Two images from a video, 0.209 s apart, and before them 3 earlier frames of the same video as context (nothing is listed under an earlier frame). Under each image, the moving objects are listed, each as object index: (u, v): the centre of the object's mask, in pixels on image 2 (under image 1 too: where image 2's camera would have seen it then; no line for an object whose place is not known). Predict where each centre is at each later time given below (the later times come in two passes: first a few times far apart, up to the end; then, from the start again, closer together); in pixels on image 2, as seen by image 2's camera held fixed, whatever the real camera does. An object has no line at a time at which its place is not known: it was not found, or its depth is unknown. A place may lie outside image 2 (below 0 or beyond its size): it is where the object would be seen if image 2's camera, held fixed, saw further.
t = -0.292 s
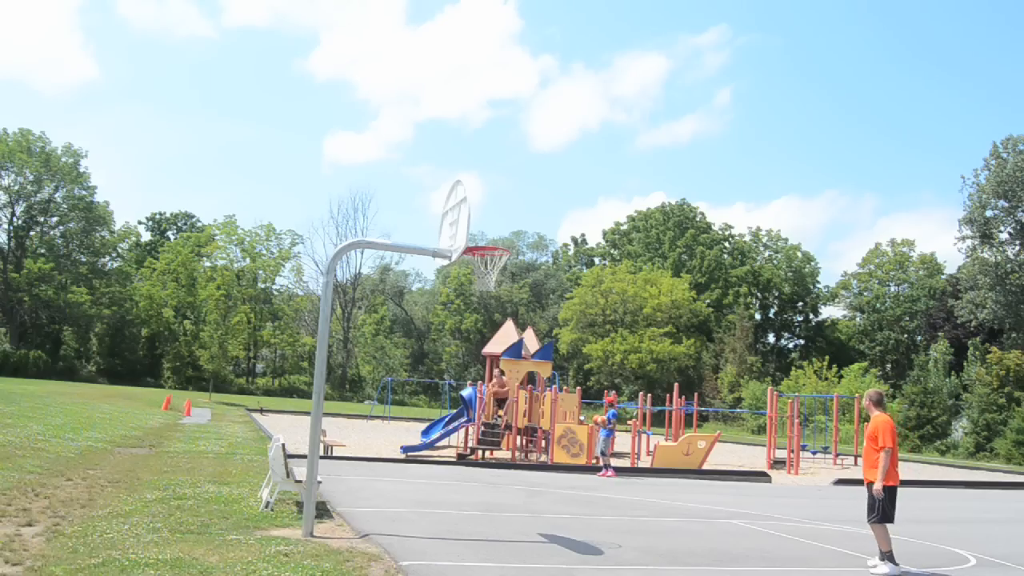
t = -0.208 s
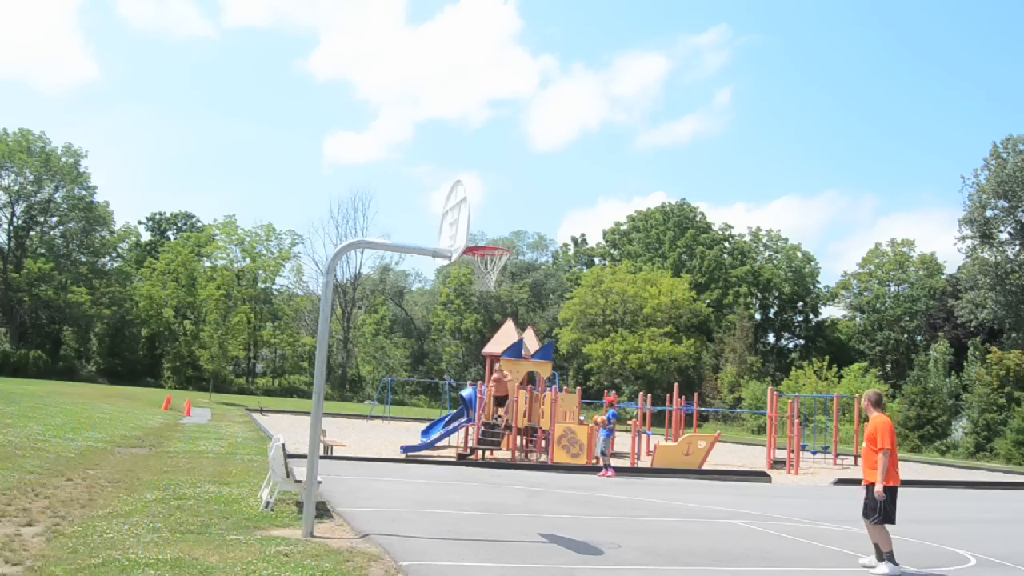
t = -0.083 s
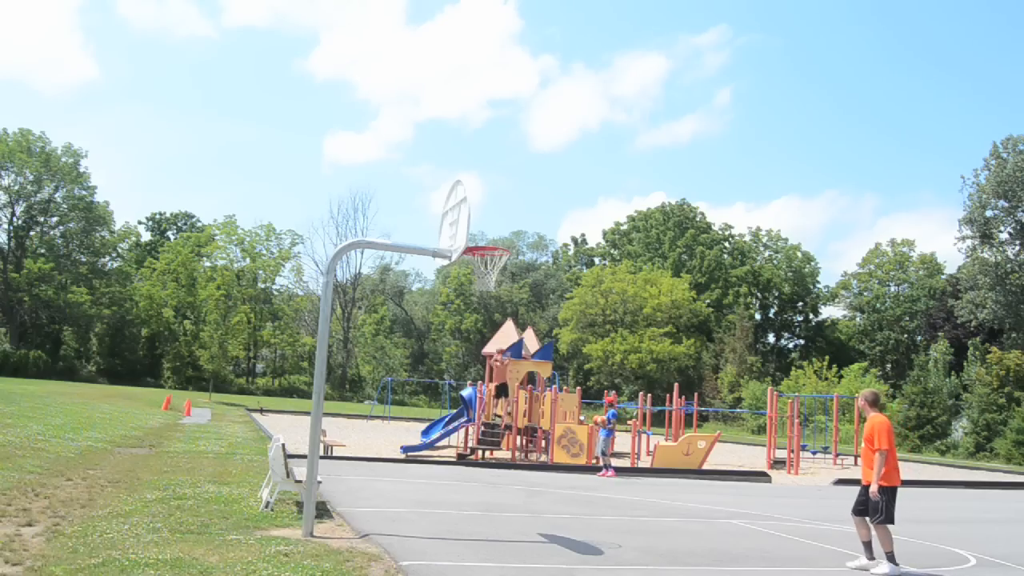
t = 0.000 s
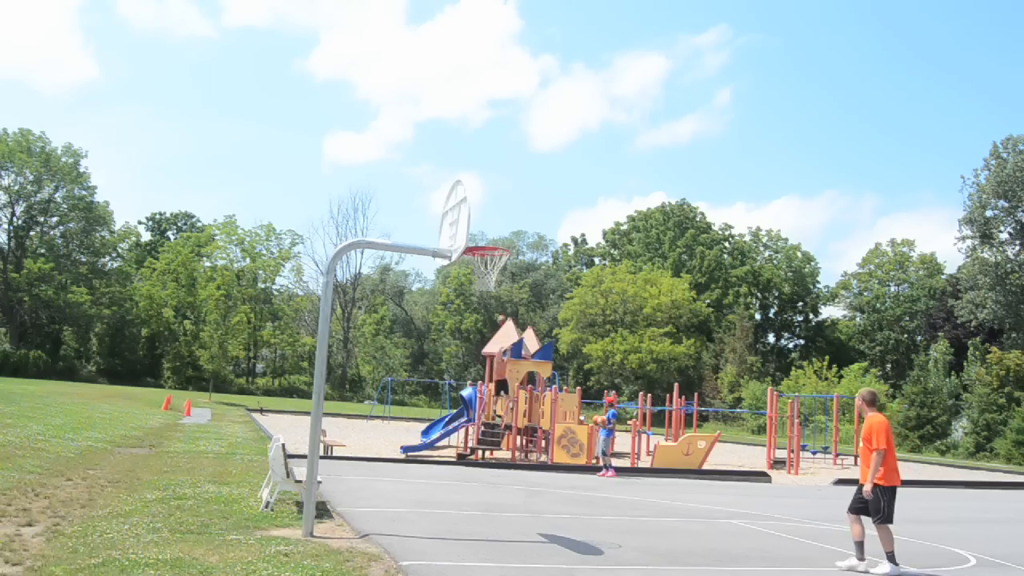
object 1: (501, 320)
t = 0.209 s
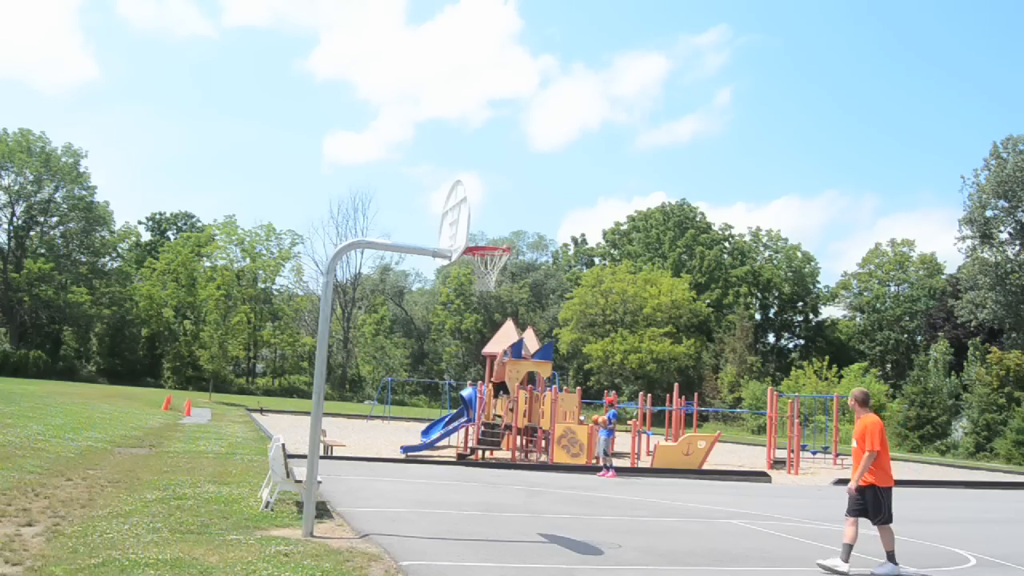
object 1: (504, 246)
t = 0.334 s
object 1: (508, 210)
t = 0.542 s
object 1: (511, 152)
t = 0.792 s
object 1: (513, 96)
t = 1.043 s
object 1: (513, 59)
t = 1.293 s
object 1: (513, 49)
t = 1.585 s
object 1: (507, 86)
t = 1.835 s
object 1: (498, 184)
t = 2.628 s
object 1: (397, 410)
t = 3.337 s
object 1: (366, 380)
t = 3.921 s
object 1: (343, 419)
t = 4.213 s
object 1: (335, 404)
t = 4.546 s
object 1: (323, 445)
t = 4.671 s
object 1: (321, 456)
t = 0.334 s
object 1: (508, 210)
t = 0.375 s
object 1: (509, 198)
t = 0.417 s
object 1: (509, 186)
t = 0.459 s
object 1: (510, 174)
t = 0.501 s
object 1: (510, 163)
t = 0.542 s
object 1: (511, 152)
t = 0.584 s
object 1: (511, 141)
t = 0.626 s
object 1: (512, 131)
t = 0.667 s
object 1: (512, 122)
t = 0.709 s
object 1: (512, 112)
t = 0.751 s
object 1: (512, 104)
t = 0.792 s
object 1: (513, 96)
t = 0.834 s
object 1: (513, 88)
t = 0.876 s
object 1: (513, 81)
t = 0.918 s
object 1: (513, 74)
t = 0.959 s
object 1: (513, 69)
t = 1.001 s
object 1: (513, 64)
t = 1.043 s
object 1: (513, 59)
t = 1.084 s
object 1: (514, 55)
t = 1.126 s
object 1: (513, 52)
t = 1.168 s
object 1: (513, 50)
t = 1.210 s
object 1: (513, 49)
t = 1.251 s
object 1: (513, 49)
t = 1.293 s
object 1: (513, 49)
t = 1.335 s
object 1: (512, 50)
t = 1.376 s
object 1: (512, 53)
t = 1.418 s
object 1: (511, 57)
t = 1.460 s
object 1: (510, 62)
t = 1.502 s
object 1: (509, 68)
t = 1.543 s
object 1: (508, 76)
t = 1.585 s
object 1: (507, 86)
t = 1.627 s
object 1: (505, 97)
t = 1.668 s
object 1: (504, 110)
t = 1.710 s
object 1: (503, 125)
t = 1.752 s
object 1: (501, 142)
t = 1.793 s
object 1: (499, 162)
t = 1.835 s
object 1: (498, 184)
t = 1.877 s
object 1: (496, 209)
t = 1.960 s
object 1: (485, 264)
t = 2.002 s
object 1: (478, 286)
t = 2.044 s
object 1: (470, 303)
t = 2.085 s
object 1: (461, 322)
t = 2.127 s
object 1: (453, 341)
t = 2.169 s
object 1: (445, 364)
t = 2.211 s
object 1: (437, 387)
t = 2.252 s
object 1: (430, 411)
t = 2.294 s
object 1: (422, 437)
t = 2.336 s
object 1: (414, 463)
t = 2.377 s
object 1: (407, 491)
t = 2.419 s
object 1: (402, 501)
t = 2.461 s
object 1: (401, 480)
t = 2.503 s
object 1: (400, 459)
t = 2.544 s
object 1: (399, 441)
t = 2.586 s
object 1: (398, 425)
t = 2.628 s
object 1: (397, 410)
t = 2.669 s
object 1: (395, 397)
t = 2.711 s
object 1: (394, 386)
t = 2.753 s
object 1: (393, 376)
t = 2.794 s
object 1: (391, 368)
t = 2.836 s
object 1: (389, 361)
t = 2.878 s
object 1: (388, 356)
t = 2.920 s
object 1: (386, 352)
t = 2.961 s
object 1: (385, 350)
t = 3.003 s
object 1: (383, 348)
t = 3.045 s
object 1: (381, 348)
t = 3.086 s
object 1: (379, 350)
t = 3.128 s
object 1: (377, 352)
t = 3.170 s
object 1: (375, 356)
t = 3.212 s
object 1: (373, 360)
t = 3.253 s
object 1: (371, 365)
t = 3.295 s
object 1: (368, 373)
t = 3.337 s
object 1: (366, 380)
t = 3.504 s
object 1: (357, 422)
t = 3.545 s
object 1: (354, 435)
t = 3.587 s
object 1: (352, 449)
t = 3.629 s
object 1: (349, 464)
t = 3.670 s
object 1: (347, 476)
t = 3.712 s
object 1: (346, 464)
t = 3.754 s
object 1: (346, 453)
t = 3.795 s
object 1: (345, 443)
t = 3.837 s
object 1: (344, 434)
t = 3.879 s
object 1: (343, 426)
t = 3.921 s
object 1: (343, 419)
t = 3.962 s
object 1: (341, 414)
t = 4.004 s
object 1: (341, 410)
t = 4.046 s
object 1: (340, 407)
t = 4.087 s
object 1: (339, 404)
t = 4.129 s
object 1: (338, 403)
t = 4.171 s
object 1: (336, 403)
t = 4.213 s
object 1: (335, 404)
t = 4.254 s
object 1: (334, 406)
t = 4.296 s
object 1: (333, 409)
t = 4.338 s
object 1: (330, 414)
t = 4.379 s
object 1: (329, 418)
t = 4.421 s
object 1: (327, 423)
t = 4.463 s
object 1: (326, 431)
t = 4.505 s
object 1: (325, 437)
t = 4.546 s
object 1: (323, 445)
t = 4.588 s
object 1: (322, 456)
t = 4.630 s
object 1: (321, 464)
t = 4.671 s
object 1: (321, 456)
